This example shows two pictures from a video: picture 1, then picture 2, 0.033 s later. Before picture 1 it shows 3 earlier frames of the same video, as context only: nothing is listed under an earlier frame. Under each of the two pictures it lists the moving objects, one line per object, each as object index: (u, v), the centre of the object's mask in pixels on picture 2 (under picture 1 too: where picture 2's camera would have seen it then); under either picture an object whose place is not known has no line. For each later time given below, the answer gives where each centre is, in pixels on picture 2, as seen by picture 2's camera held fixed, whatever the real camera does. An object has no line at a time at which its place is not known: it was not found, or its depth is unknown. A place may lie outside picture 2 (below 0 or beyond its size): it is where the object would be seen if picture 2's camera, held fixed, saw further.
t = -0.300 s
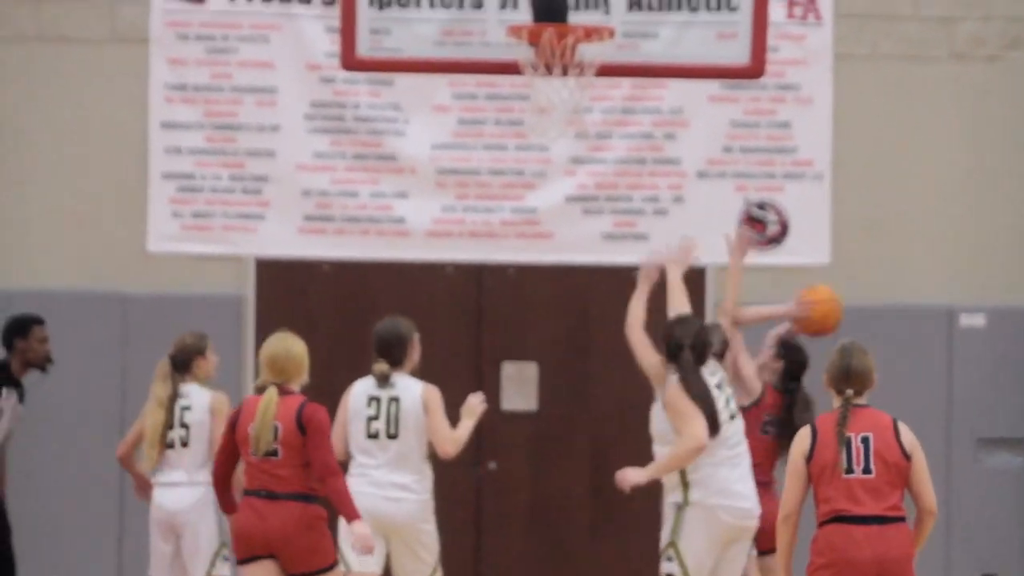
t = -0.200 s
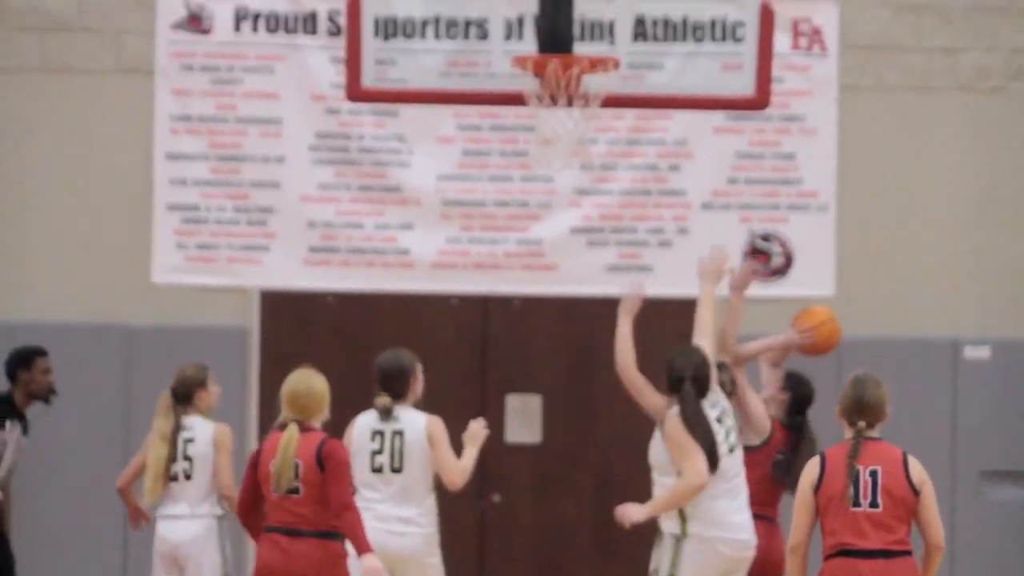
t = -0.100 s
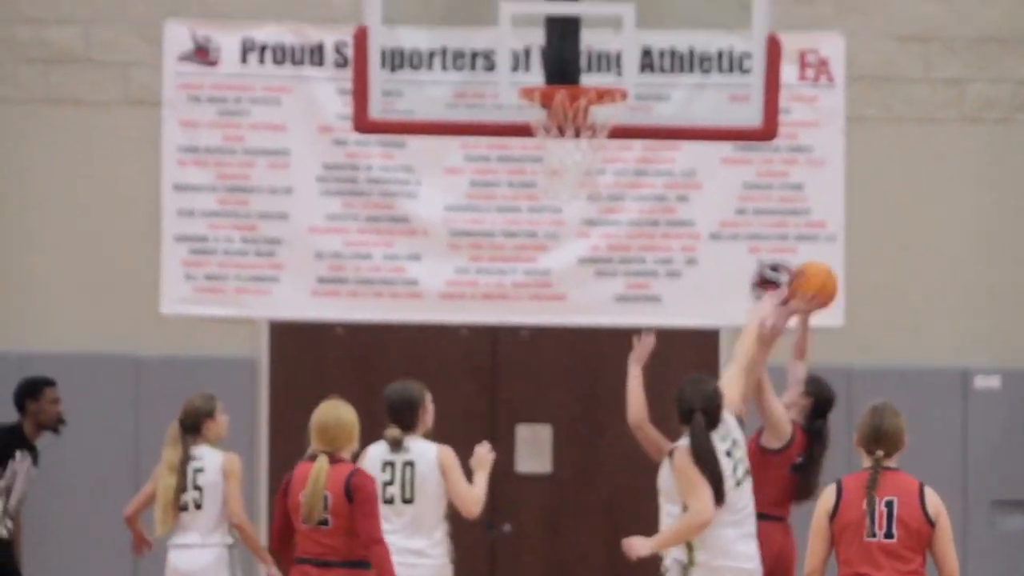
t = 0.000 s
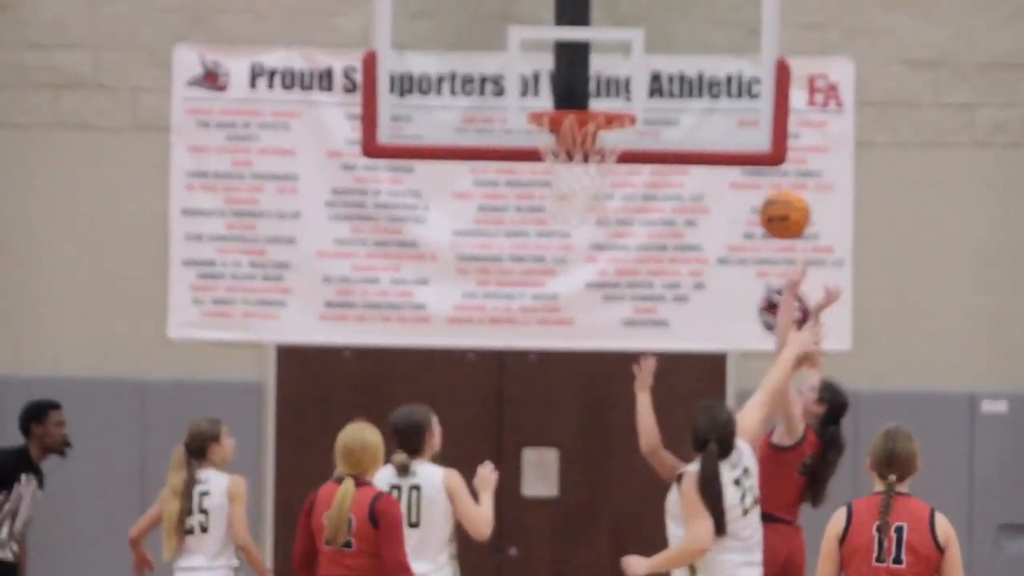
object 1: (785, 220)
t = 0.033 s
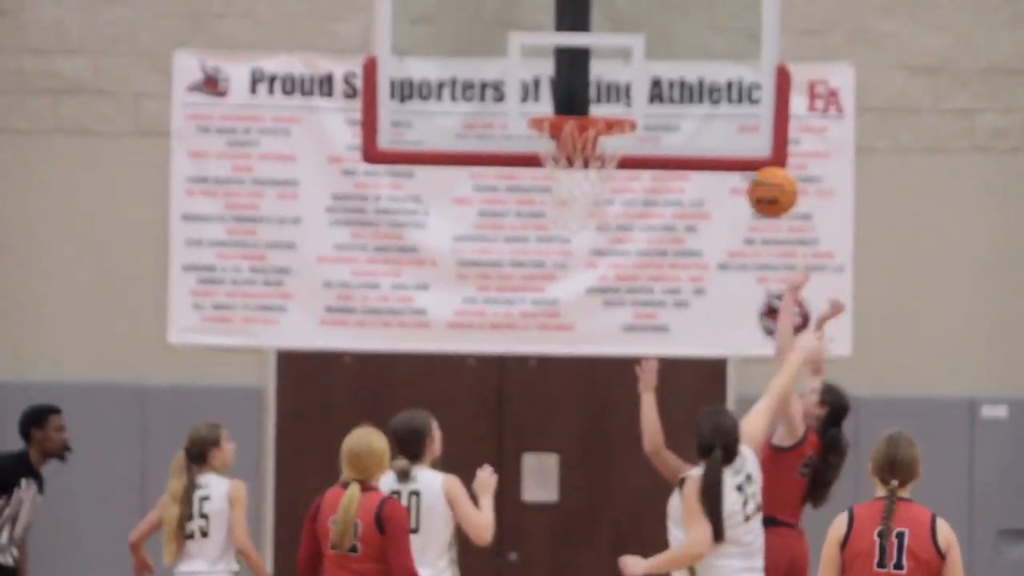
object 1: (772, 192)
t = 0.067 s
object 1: (761, 167)
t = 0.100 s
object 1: (746, 144)
